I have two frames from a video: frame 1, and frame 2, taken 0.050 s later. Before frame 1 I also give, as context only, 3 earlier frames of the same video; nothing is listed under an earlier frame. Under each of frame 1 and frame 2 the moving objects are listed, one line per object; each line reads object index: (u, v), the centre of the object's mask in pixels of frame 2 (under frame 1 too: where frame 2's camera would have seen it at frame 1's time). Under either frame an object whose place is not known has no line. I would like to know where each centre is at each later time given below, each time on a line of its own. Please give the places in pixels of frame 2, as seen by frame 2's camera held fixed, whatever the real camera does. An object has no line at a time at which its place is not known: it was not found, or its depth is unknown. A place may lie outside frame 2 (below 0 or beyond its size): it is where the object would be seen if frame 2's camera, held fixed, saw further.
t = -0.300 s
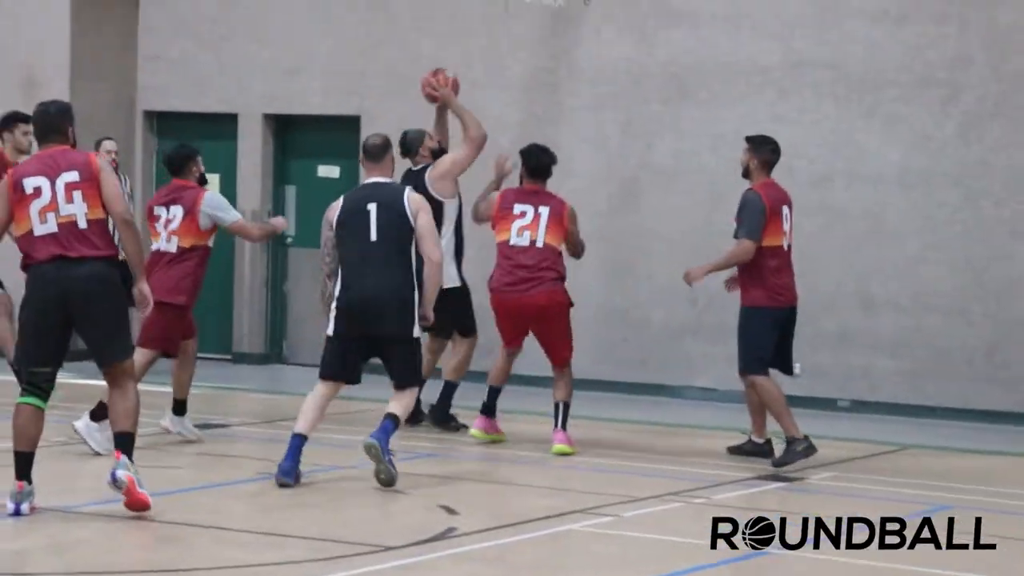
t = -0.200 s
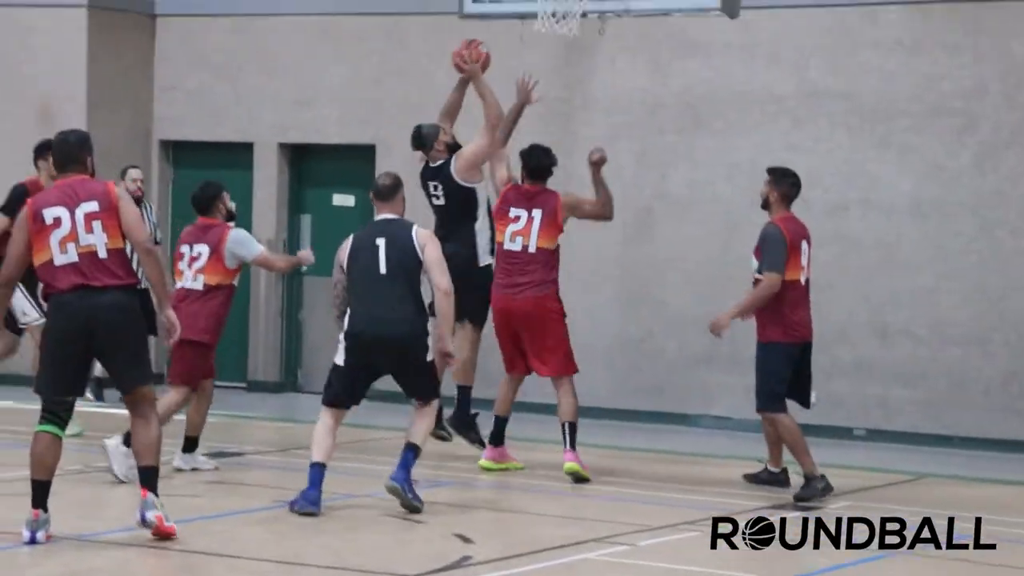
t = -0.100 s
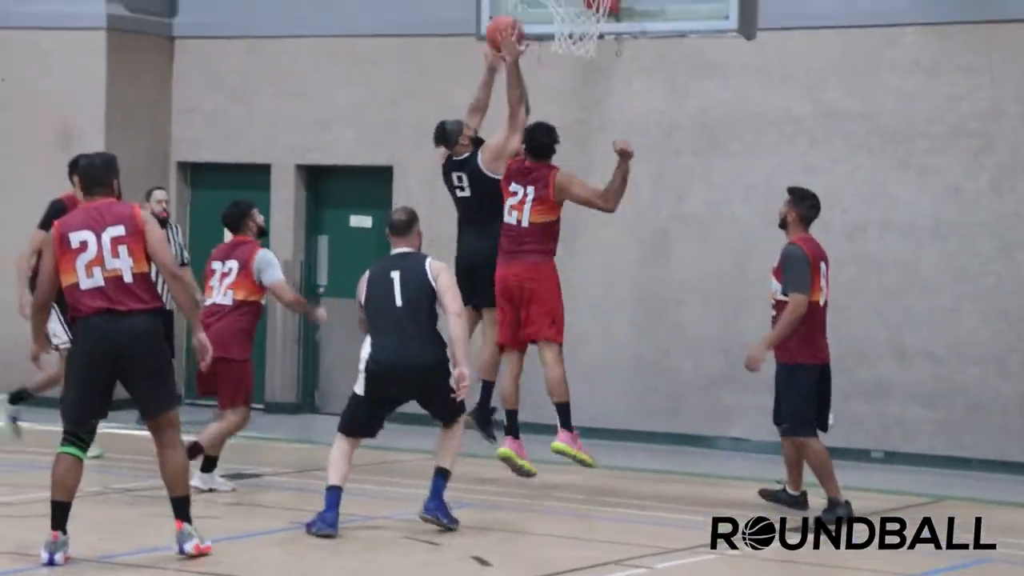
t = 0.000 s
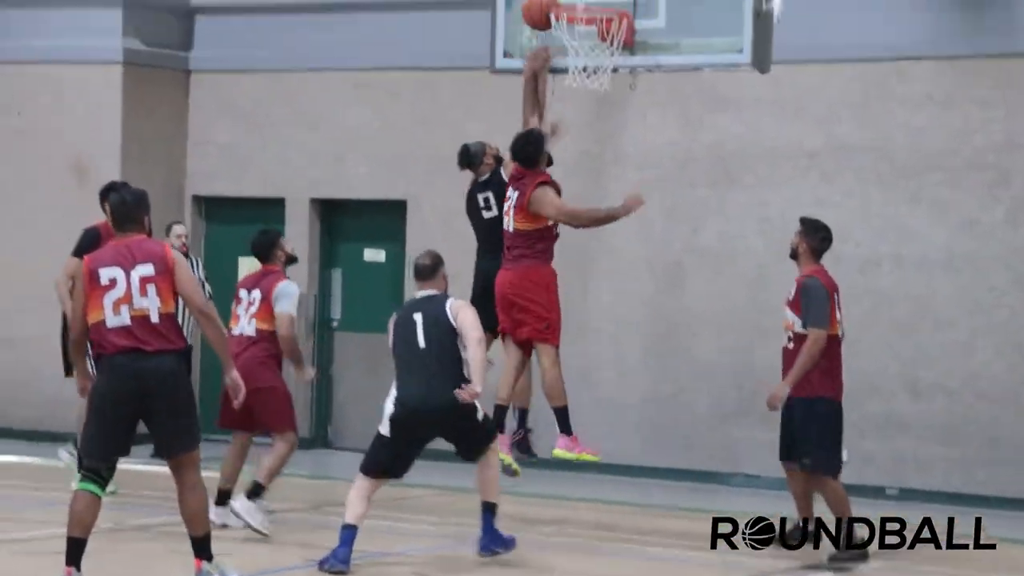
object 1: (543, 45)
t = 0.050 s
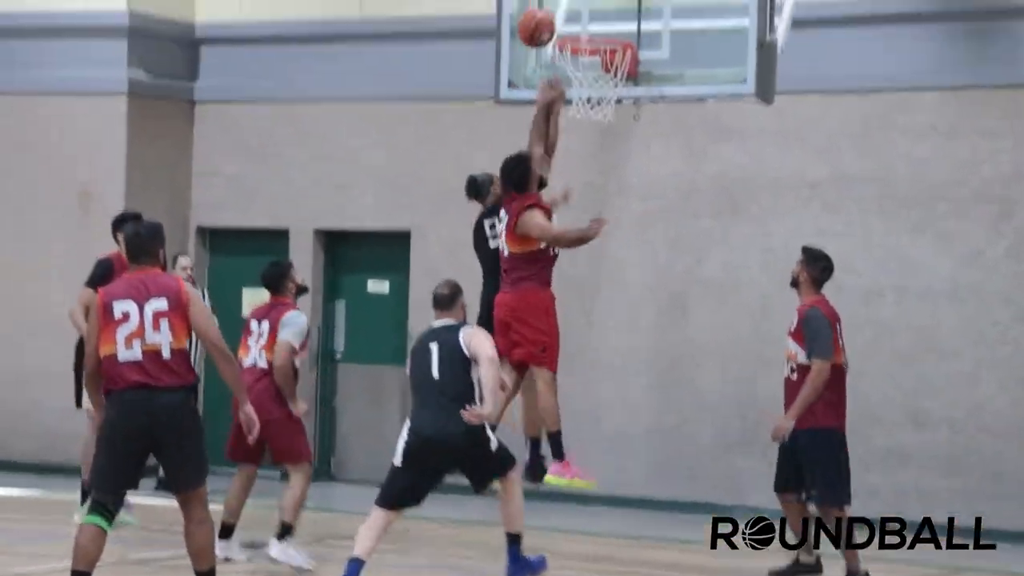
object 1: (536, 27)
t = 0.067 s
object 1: (531, 25)
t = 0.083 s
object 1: (526, 23)
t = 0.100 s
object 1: (521, 20)
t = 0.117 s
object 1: (515, 19)
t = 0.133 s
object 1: (510, 19)
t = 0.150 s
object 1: (504, 18)
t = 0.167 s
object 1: (498, 19)
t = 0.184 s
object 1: (492, 18)
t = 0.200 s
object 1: (486, 20)
